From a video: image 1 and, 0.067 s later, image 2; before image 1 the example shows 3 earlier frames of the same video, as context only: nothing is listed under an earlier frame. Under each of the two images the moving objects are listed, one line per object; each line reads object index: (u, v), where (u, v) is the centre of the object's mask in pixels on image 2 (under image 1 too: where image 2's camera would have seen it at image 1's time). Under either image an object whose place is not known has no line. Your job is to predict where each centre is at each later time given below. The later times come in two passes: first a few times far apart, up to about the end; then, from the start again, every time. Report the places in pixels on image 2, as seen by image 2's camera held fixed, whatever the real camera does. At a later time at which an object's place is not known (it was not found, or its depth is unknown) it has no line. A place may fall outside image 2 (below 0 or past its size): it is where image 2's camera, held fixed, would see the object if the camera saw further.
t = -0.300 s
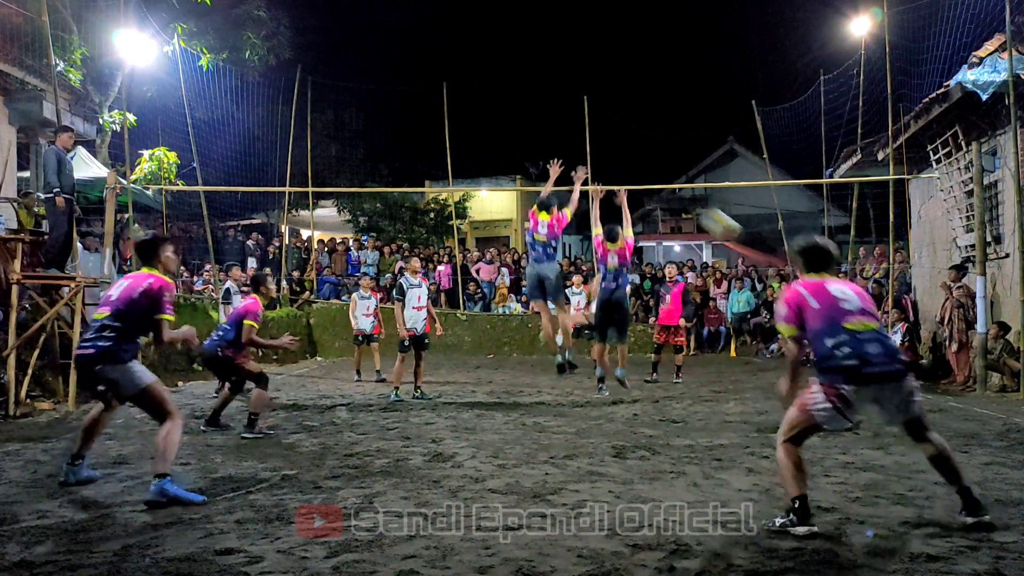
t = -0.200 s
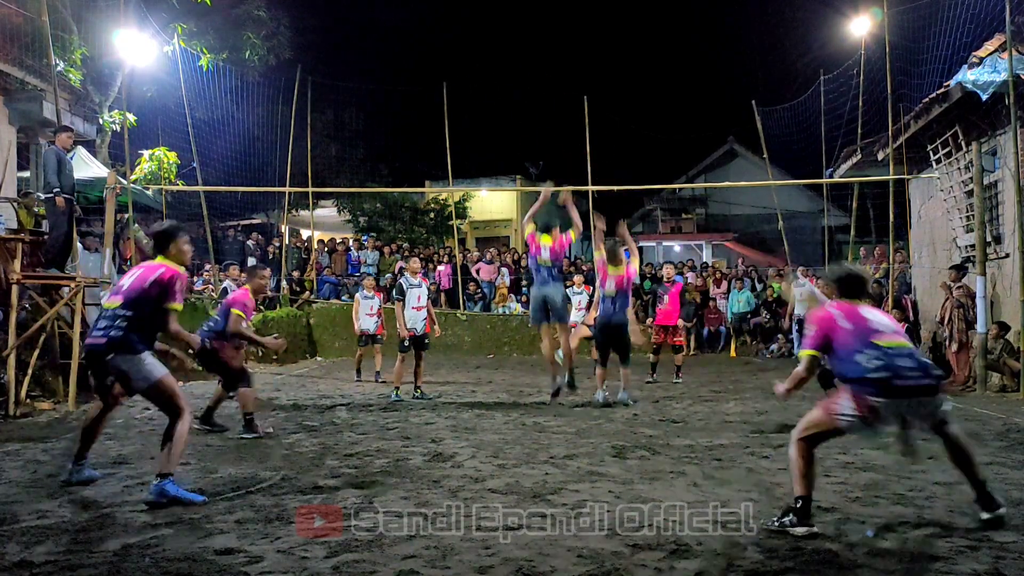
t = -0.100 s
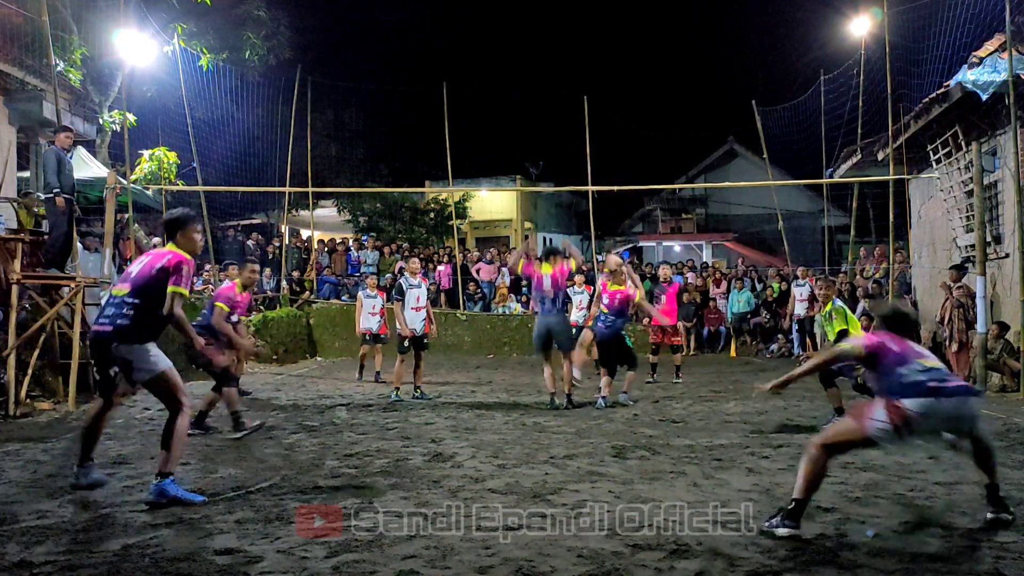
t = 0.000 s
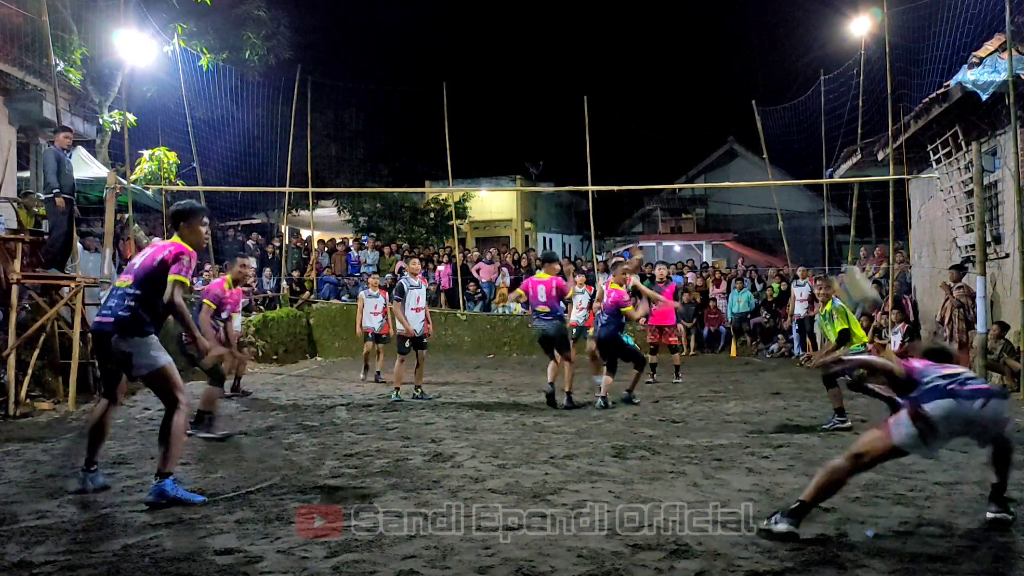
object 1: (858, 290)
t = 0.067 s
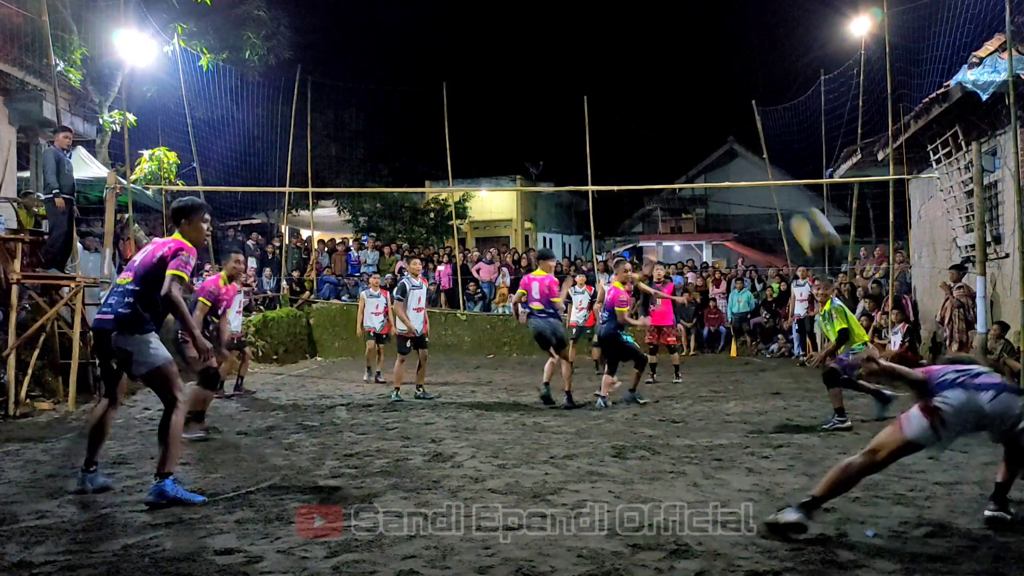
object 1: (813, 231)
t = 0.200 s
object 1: (743, 142)
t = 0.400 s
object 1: (657, 75)
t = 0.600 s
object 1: (588, 65)
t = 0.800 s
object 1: (529, 99)
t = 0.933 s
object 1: (496, 141)
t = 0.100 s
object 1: (795, 207)
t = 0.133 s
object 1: (779, 183)
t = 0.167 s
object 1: (761, 161)
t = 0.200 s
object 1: (743, 142)
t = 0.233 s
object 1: (728, 127)
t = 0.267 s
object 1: (713, 114)
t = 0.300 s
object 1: (698, 102)
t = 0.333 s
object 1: (684, 91)
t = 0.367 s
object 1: (670, 82)
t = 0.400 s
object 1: (657, 75)
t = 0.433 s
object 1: (645, 70)
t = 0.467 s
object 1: (633, 66)
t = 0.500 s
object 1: (621, 64)
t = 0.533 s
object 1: (609, 63)
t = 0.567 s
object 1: (598, 63)
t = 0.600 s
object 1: (588, 65)
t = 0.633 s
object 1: (577, 68)
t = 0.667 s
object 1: (567, 72)
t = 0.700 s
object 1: (557, 77)
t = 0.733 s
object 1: (548, 83)
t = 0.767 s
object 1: (539, 90)
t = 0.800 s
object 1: (529, 99)
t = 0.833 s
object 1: (521, 108)
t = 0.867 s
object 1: (512, 118)
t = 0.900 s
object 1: (504, 129)
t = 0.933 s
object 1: (496, 141)
